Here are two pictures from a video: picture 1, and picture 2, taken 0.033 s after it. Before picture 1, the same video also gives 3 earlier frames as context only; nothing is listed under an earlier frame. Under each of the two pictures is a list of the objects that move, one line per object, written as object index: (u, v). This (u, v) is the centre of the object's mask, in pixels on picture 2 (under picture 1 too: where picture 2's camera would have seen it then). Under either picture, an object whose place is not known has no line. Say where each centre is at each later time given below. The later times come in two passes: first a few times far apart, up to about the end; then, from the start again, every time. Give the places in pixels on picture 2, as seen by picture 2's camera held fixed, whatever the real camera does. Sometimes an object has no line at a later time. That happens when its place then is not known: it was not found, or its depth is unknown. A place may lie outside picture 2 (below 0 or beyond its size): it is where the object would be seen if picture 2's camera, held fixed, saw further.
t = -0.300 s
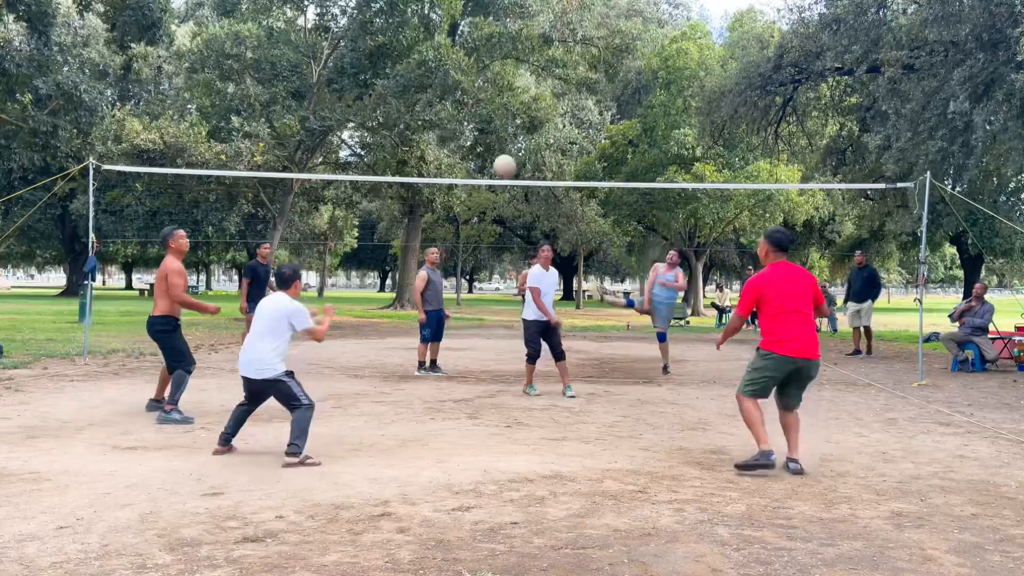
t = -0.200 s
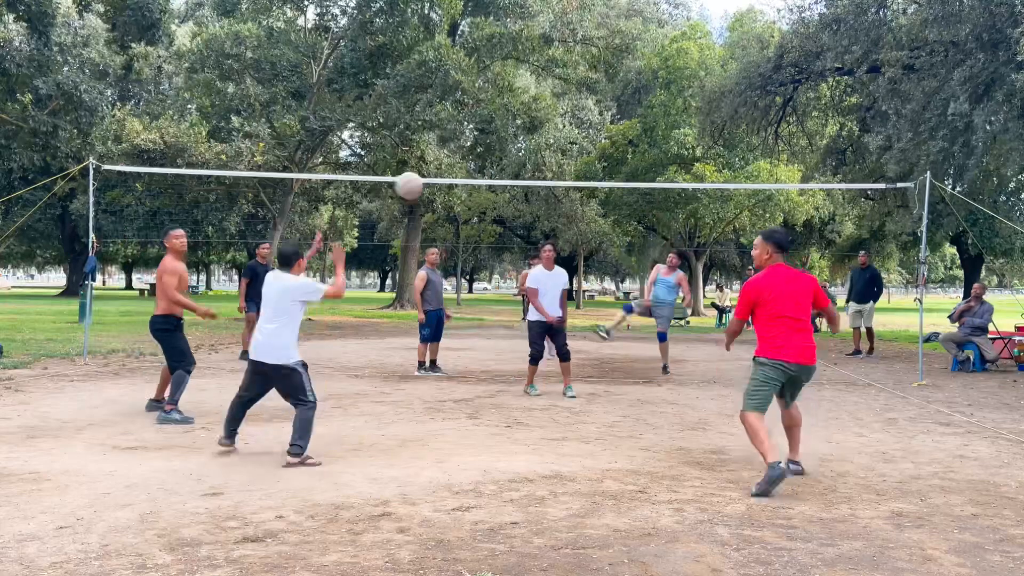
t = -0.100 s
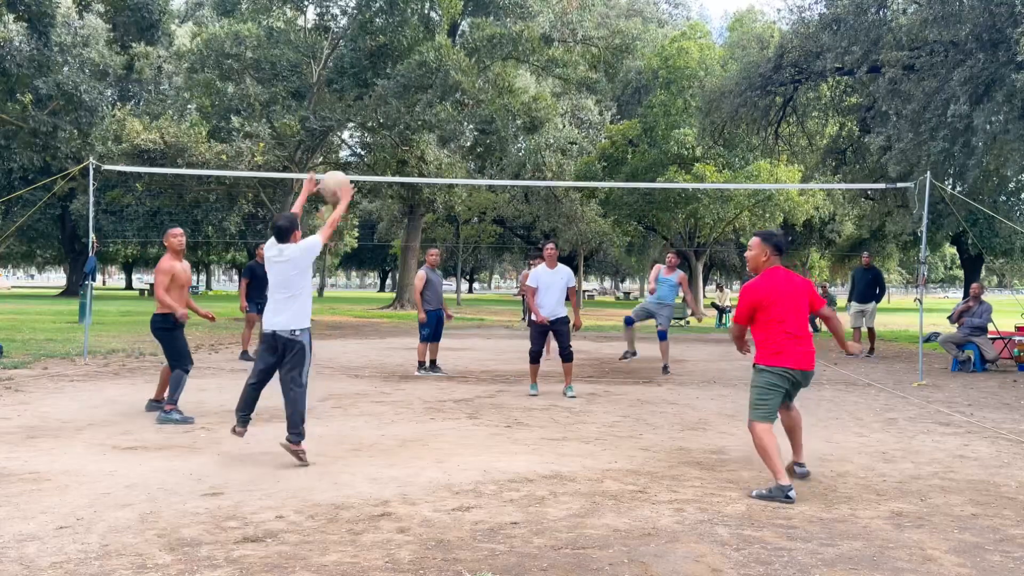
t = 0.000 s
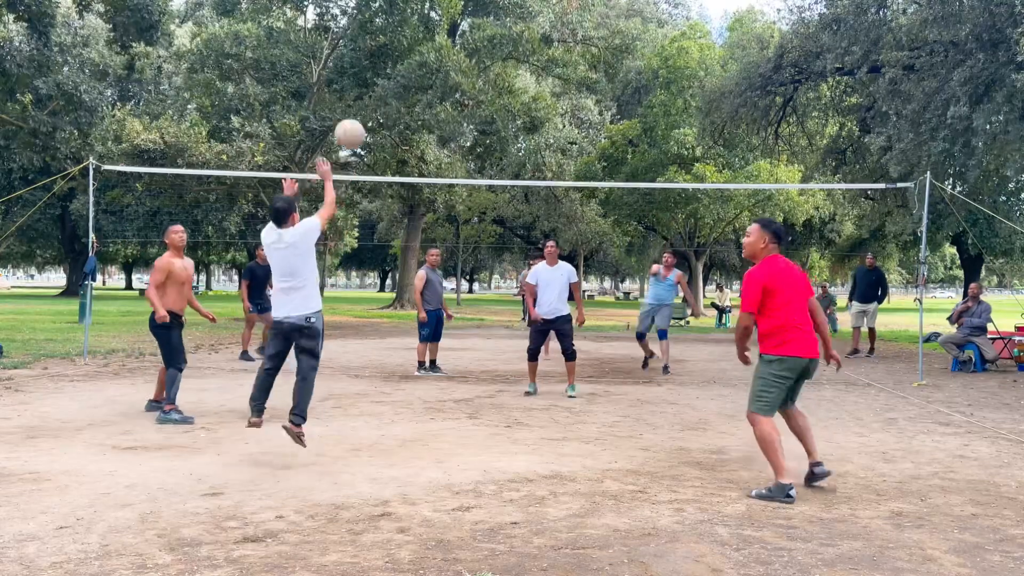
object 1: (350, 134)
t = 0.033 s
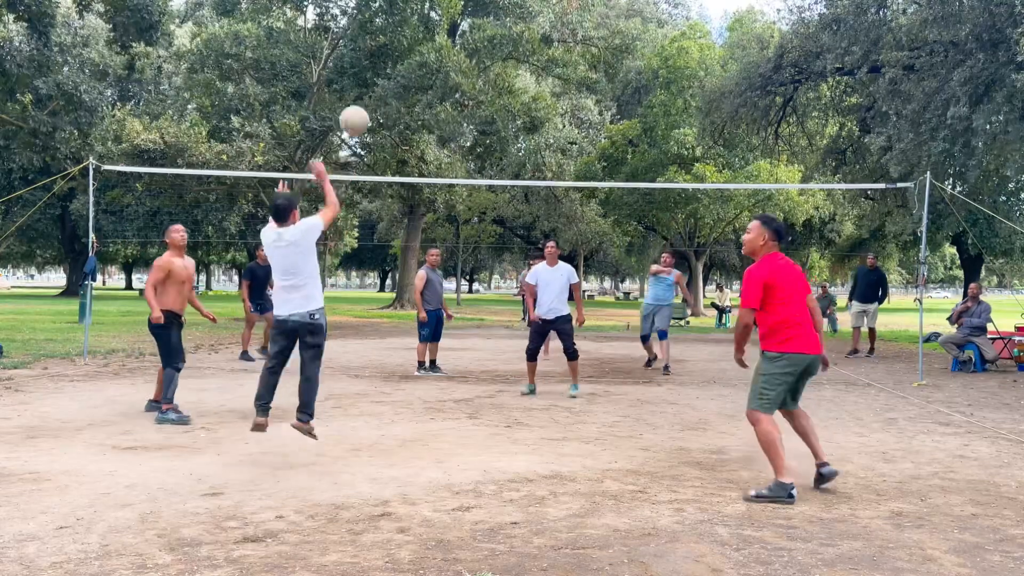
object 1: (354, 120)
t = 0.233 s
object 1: (379, 76)
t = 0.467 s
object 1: (401, 90)
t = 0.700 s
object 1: (419, 164)
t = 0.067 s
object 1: (358, 109)
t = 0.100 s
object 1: (363, 98)
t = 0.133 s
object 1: (367, 90)
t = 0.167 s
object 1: (371, 84)
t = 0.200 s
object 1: (375, 79)
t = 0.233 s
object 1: (379, 76)
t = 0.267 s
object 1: (382, 74)
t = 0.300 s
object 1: (386, 74)
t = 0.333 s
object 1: (389, 74)
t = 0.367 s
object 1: (392, 76)
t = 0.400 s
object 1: (395, 80)
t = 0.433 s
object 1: (399, 86)
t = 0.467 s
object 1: (401, 90)
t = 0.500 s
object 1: (404, 98)
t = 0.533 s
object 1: (407, 107)
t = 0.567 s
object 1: (409, 116)
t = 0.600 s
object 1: (412, 126)
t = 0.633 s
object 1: (415, 139)
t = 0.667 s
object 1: (416, 151)
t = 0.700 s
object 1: (419, 164)
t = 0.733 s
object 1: (421, 179)
